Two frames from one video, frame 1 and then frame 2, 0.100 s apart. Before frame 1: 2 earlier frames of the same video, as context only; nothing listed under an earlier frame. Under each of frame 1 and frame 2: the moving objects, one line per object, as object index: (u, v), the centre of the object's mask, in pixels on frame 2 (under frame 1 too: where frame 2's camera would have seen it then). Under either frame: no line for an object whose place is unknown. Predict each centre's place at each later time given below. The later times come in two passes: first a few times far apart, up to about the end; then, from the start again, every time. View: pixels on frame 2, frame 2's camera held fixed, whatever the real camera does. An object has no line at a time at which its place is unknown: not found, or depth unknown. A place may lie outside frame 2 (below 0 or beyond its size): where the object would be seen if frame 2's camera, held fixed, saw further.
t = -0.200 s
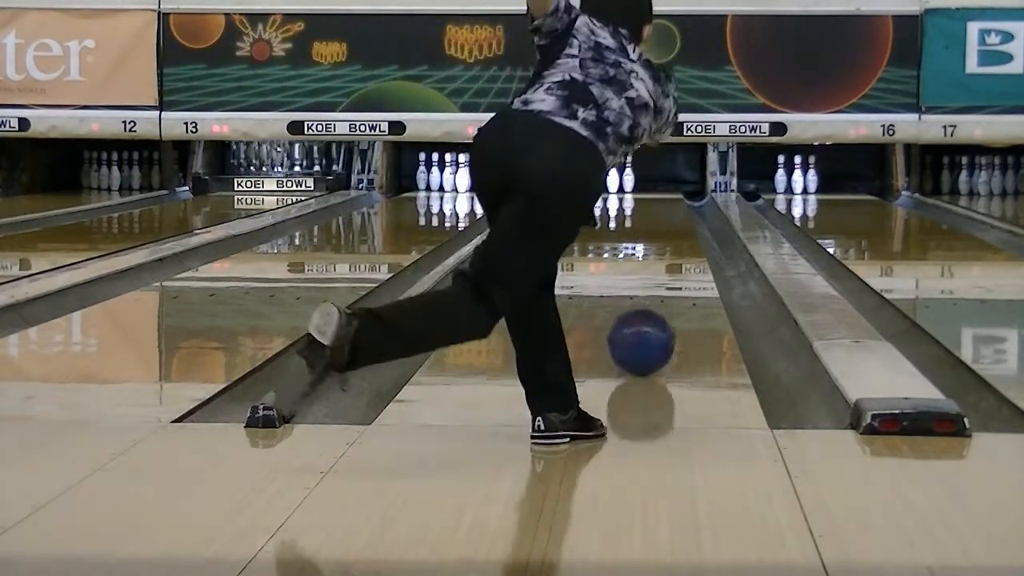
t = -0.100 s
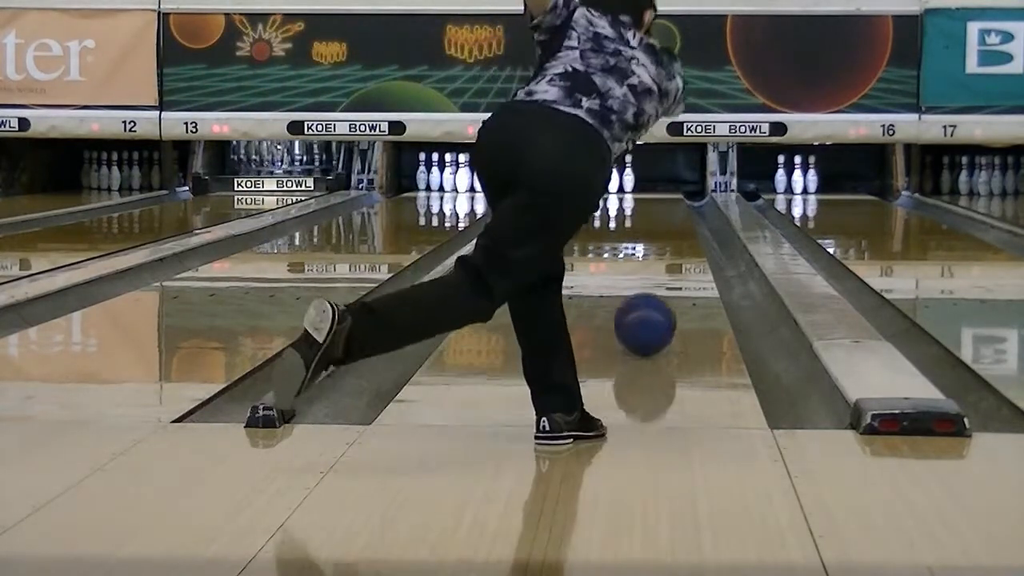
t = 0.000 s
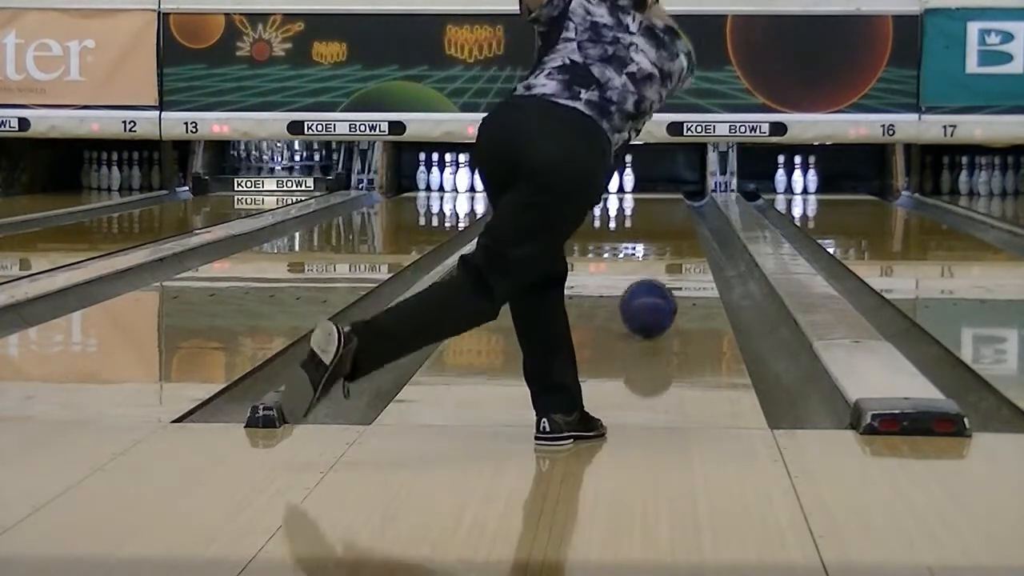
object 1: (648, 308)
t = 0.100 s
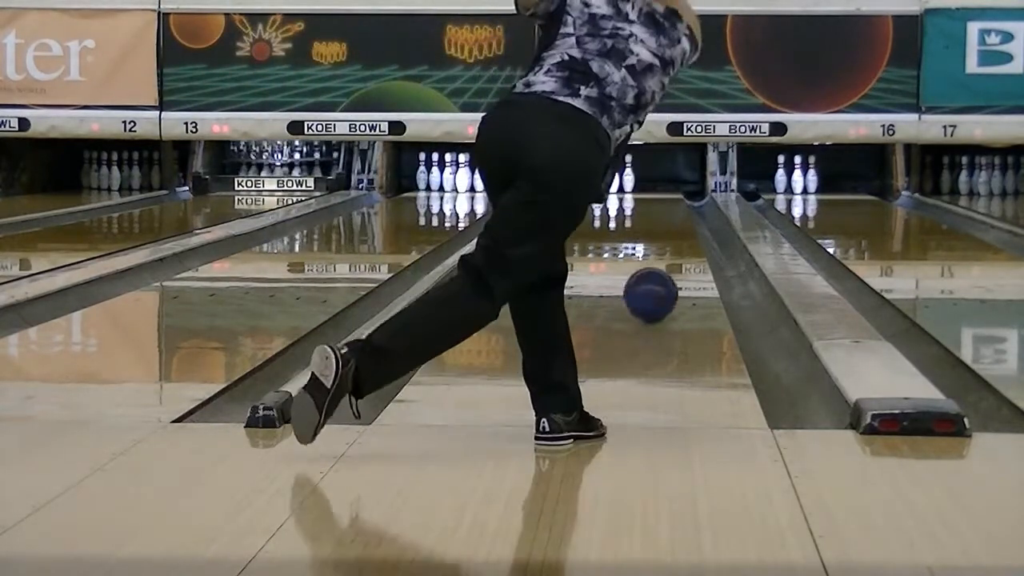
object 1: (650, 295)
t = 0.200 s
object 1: (652, 283)
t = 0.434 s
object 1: (656, 262)
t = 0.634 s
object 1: (659, 247)
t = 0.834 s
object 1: (660, 235)
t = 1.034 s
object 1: (661, 225)
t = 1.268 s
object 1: (660, 216)
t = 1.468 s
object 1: (659, 208)
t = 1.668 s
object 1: (655, 200)
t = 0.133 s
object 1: (651, 291)
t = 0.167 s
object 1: (652, 287)
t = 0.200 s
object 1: (652, 283)
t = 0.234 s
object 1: (653, 280)
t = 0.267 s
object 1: (653, 277)
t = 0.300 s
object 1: (654, 273)
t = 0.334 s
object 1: (655, 270)
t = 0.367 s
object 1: (655, 267)
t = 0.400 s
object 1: (656, 265)
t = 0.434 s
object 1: (656, 262)
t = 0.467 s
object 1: (657, 259)
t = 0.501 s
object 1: (657, 256)
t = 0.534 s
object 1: (658, 253)
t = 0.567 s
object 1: (658, 251)
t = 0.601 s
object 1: (658, 249)
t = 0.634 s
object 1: (659, 247)
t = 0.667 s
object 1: (659, 245)
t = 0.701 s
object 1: (659, 242)
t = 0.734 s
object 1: (659, 240)
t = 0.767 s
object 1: (660, 238)
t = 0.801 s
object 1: (660, 236)
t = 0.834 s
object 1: (660, 235)
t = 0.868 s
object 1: (660, 234)
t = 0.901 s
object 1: (665, 232)
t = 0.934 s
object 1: (662, 229)
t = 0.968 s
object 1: (661, 227)
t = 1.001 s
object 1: (661, 226)
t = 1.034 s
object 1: (661, 225)
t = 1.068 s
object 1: (661, 223)
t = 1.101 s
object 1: (661, 222)
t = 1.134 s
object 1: (661, 220)
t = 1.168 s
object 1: (661, 220)
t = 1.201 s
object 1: (661, 219)
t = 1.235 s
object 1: (661, 217)
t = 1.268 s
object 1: (660, 216)
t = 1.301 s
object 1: (660, 215)
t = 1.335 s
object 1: (660, 213)
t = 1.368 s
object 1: (660, 212)
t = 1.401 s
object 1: (659, 211)
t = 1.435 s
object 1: (660, 209)
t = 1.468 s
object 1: (659, 208)
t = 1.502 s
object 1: (658, 206)
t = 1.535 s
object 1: (658, 205)
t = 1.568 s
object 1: (658, 204)
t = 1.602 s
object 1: (657, 203)
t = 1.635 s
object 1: (656, 202)
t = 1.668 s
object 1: (655, 200)
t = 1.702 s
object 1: (654, 199)
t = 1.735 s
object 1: (654, 199)
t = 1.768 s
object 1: (653, 198)
